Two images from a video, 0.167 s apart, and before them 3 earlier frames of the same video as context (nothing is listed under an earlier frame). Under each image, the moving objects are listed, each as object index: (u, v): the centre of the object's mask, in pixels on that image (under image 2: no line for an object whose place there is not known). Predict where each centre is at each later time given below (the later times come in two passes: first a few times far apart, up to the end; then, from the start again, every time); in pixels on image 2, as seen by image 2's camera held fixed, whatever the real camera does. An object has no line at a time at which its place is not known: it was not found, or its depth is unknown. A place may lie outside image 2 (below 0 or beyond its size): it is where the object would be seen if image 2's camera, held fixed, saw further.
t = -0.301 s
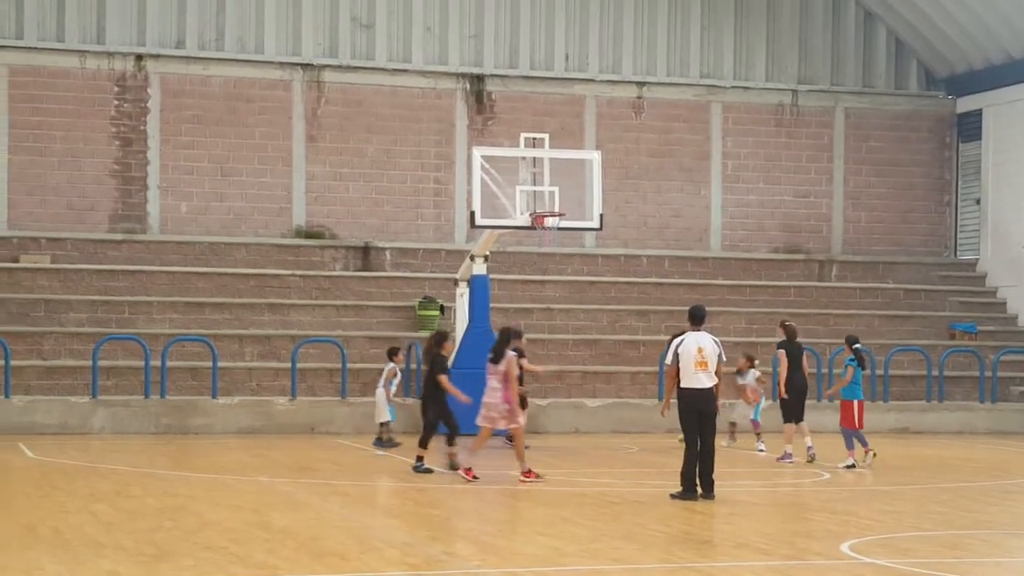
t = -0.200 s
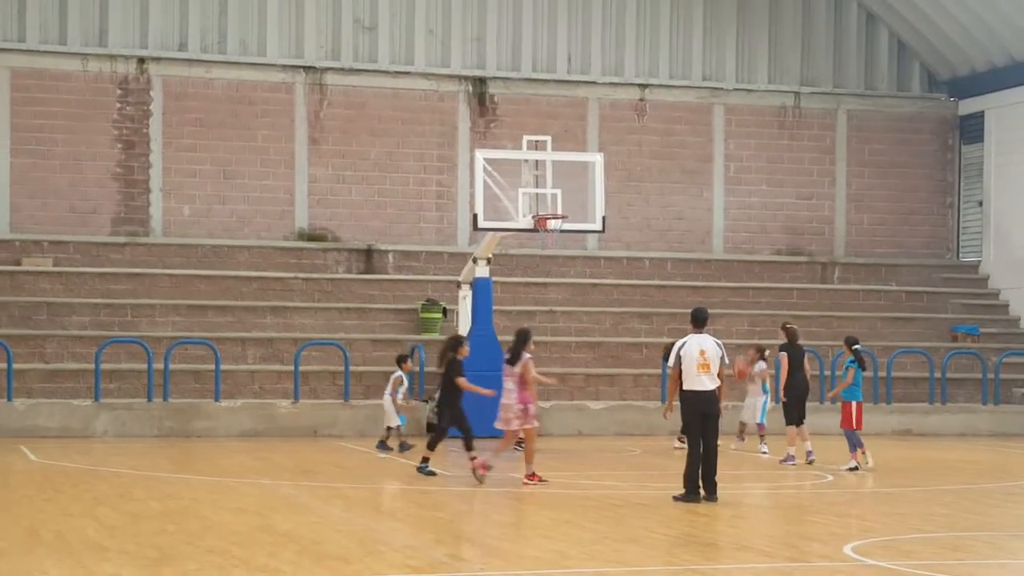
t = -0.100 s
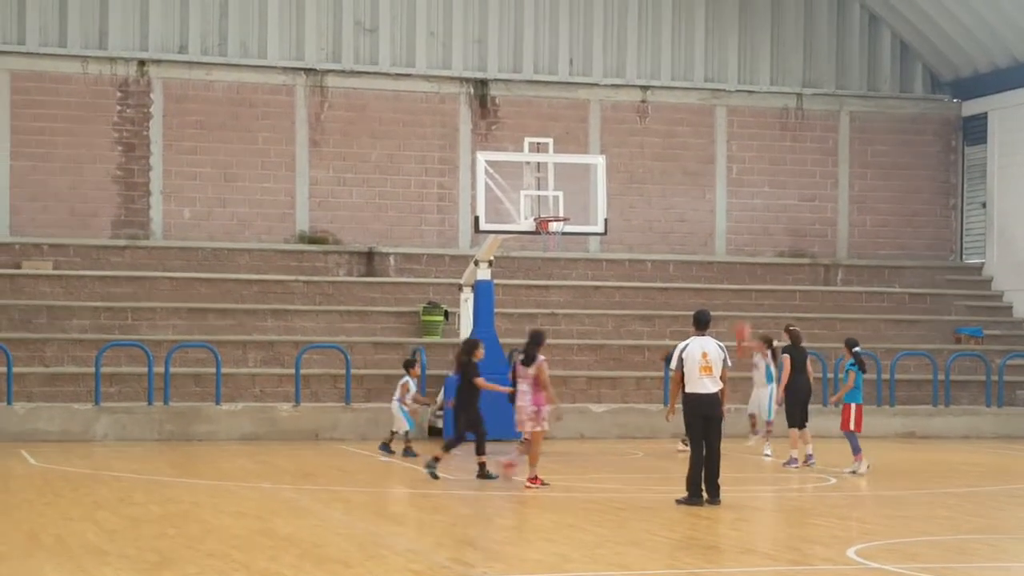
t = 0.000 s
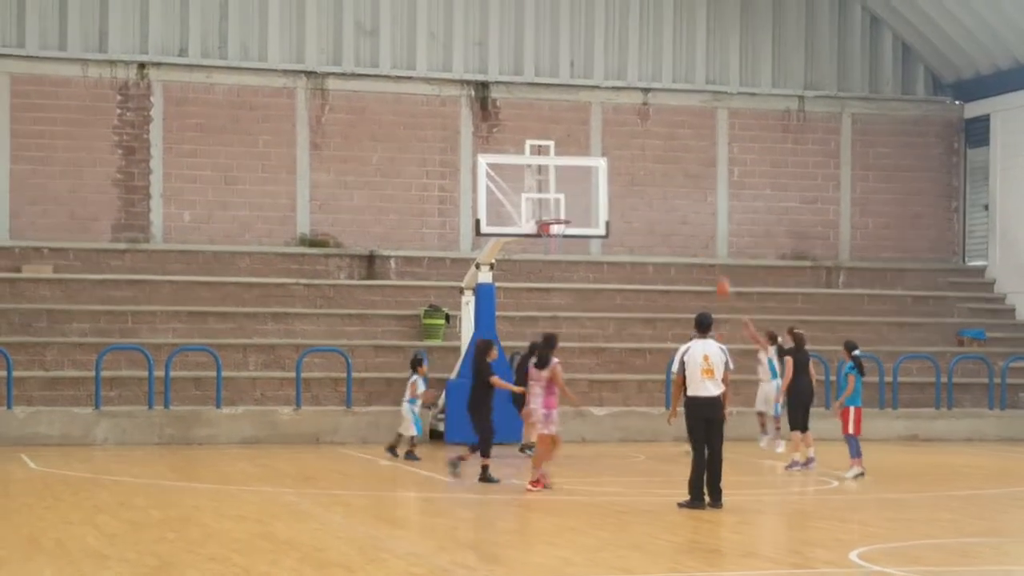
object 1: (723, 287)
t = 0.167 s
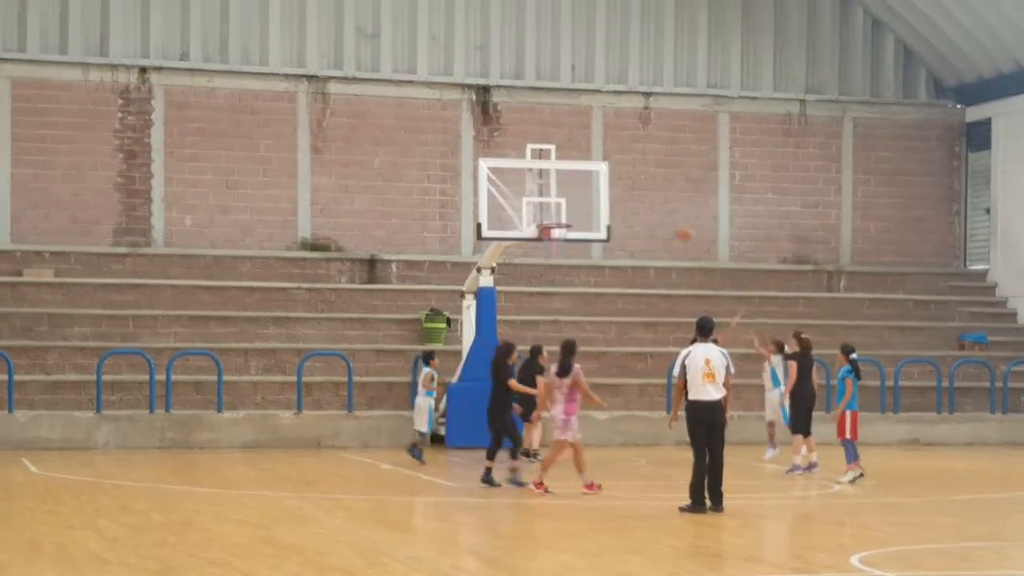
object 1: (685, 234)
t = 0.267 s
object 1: (660, 205)
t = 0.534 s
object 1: (599, 173)
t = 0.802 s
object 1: (554, 185)
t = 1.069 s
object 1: (533, 208)
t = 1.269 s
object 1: (521, 208)
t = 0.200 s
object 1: (677, 223)
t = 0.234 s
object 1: (668, 214)
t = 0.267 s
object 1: (660, 205)
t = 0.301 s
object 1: (652, 198)
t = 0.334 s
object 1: (646, 192)
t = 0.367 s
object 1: (638, 188)
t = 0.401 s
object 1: (630, 182)
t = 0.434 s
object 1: (621, 179)
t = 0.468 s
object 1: (615, 176)
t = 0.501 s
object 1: (605, 174)
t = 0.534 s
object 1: (599, 173)
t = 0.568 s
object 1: (591, 173)
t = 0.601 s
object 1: (584, 174)
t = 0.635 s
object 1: (577, 175)
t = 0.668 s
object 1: (566, 179)
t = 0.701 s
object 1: (564, 179)
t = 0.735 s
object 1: (561, 180)
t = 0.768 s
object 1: (557, 182)
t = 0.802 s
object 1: (554, 185)
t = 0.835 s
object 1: (549, 191)
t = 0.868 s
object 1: (548, 195)
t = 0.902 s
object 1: (544, 201)
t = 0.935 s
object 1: (541, 208)
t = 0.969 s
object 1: (538, 215)
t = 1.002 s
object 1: (536, 215)
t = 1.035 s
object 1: (535, 211)
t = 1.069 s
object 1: (533, 208)
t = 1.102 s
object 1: (530, 206)
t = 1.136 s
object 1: (529, 205)
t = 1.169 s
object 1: (526, 205)
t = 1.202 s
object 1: (525, 205)
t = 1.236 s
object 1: (522, 206)
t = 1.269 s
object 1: (521, 208)
